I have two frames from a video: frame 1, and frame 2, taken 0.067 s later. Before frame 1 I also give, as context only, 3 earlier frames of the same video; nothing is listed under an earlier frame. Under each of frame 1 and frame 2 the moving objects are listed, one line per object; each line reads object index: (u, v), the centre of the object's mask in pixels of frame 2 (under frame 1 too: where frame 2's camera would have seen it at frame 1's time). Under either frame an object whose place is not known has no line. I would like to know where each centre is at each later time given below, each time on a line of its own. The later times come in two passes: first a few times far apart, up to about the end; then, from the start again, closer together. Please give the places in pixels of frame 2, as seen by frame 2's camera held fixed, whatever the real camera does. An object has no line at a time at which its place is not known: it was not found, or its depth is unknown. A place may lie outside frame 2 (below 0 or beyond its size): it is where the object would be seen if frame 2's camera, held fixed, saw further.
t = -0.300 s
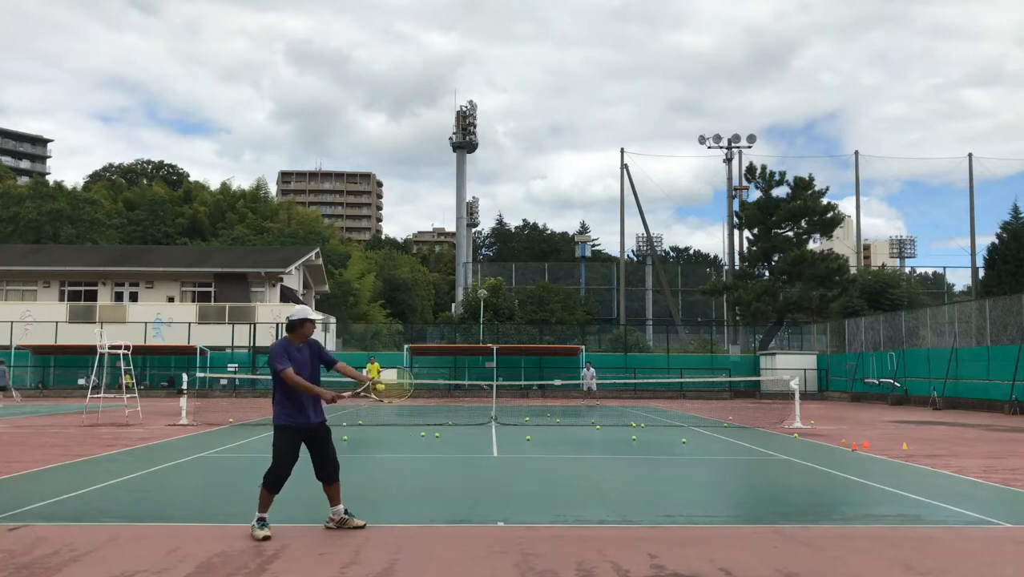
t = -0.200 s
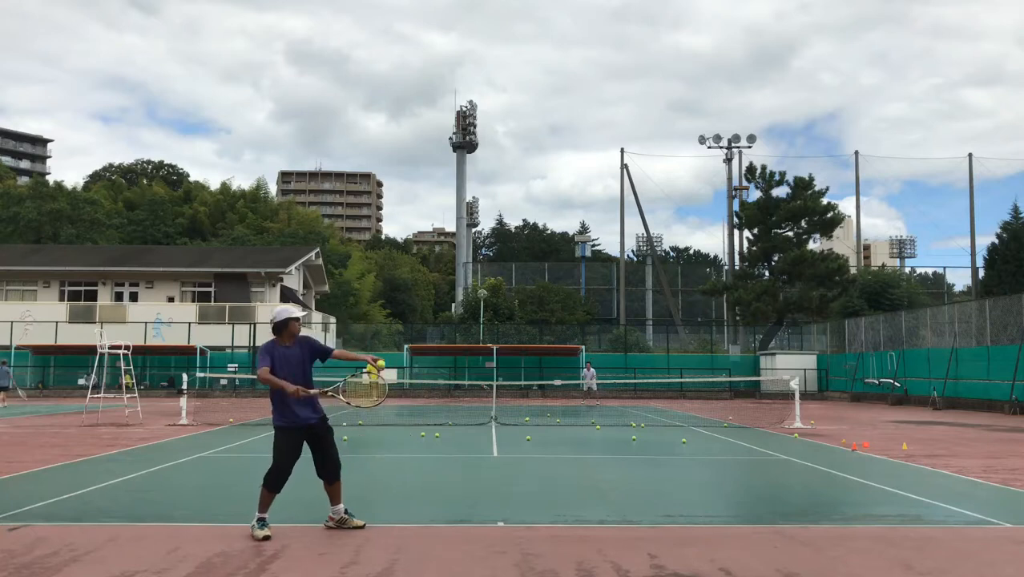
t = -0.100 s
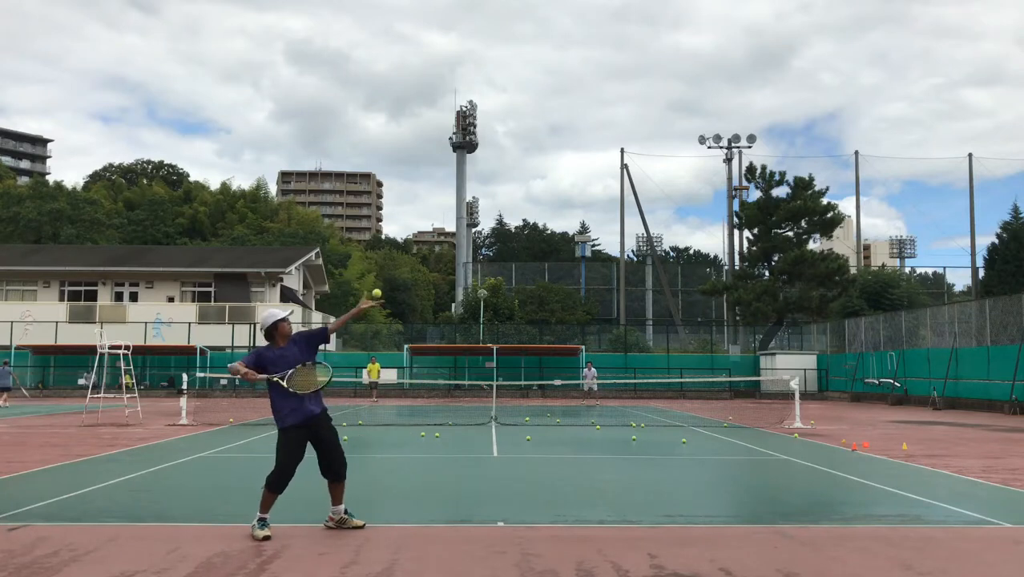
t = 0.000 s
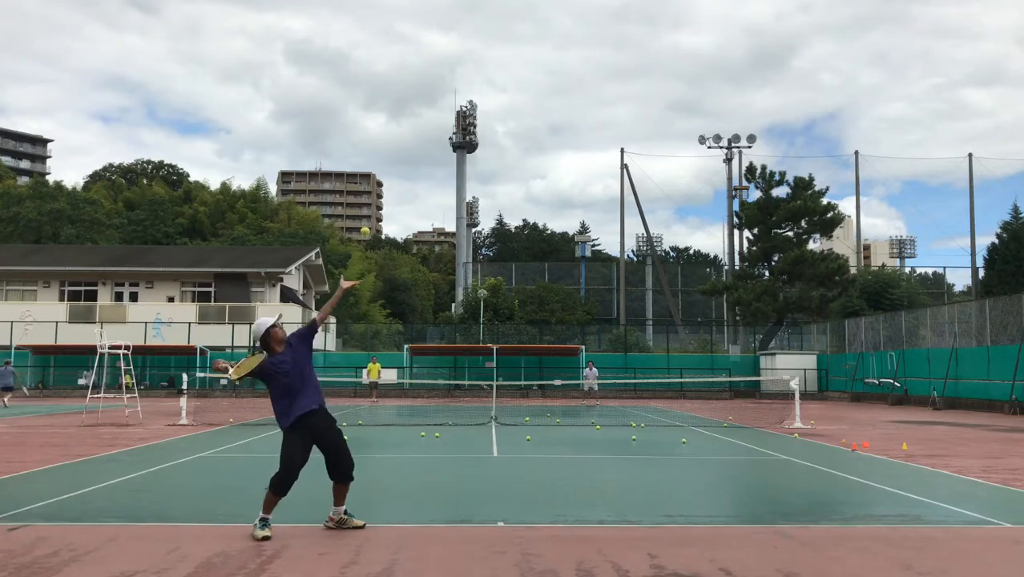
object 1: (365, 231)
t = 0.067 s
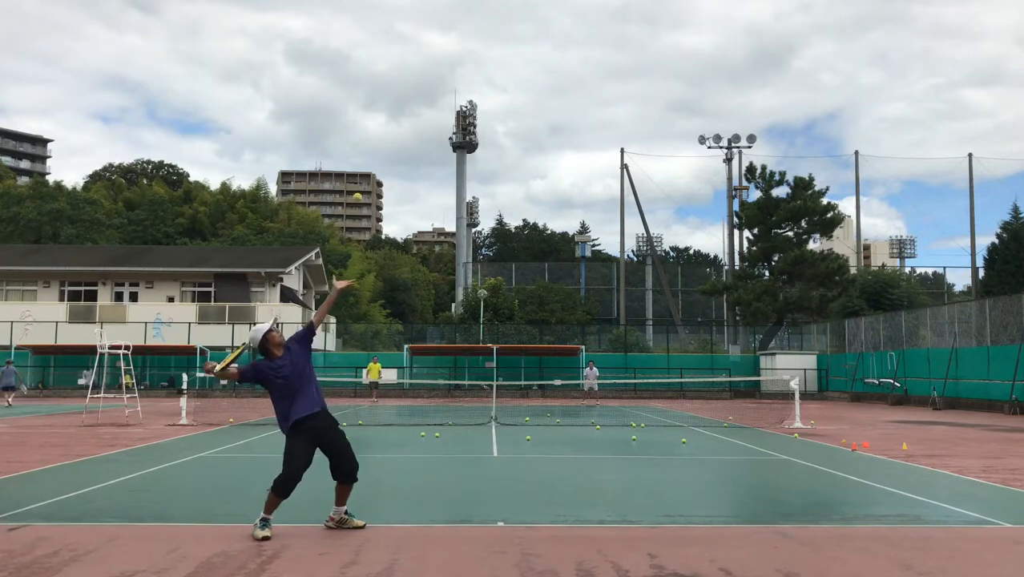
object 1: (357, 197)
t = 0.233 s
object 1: (338, 138)
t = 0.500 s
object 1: (307, 115)
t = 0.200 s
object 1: (341, 147)
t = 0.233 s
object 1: (338, 138)
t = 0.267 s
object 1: (334, 130)
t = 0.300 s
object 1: (330, 124)
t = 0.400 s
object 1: (318, 113)
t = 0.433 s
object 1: (315, 113)
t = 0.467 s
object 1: (311, 113)
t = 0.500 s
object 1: (307, 115)
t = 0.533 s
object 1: (303, 119)
